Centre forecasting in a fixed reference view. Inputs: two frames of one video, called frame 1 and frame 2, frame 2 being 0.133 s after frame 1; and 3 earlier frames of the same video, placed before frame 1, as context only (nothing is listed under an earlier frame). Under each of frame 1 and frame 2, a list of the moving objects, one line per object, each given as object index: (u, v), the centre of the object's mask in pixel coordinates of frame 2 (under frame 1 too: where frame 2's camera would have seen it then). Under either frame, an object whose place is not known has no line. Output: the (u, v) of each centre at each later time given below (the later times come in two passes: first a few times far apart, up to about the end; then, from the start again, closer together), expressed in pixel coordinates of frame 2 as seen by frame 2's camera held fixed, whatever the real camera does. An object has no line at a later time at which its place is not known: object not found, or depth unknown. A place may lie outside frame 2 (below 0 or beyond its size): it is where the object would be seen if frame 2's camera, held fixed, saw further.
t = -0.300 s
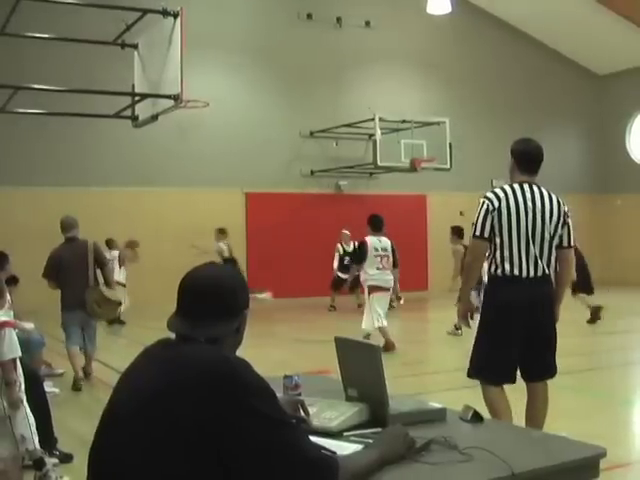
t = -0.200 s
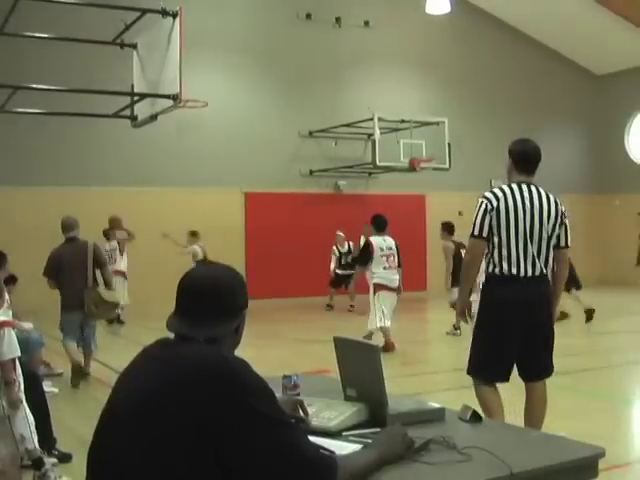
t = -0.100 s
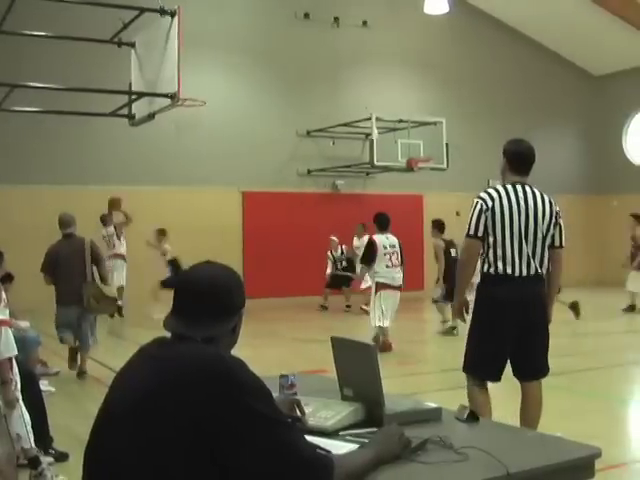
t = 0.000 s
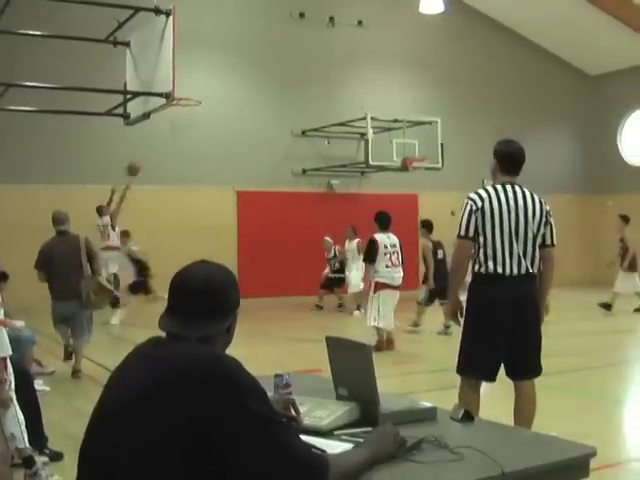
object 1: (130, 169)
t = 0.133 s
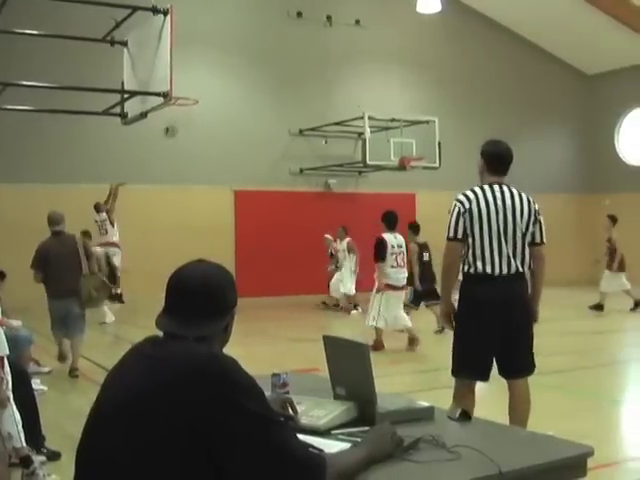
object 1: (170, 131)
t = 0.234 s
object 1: (201, 109)
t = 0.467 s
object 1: (266, 84)
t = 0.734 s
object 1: (329, 89)
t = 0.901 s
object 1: (366, 111)
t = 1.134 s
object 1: (410, 152)
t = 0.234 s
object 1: (201, 109)
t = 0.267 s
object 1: (210, 104)
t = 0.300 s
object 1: (220, 99)
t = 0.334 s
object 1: (229, 95)
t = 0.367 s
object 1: (239, 91)
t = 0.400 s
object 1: (248, 88)
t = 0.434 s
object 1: (257, 86)
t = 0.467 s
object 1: (266, 84)
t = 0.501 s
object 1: (274, 83)
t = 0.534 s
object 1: (284, 82)
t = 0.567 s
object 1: (292, 82)
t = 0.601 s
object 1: (300, 83)
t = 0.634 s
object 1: (308, 84)
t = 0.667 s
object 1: (316, 85)
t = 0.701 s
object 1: (323, 87)
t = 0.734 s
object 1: (329, 89)
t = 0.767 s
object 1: (335, 92)
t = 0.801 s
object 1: (343, 96)
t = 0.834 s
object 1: (350, 100)
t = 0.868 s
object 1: (358, 105)
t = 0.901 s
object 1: (366, 111)
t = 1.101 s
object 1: (411, 152)
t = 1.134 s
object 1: (410, 152)
